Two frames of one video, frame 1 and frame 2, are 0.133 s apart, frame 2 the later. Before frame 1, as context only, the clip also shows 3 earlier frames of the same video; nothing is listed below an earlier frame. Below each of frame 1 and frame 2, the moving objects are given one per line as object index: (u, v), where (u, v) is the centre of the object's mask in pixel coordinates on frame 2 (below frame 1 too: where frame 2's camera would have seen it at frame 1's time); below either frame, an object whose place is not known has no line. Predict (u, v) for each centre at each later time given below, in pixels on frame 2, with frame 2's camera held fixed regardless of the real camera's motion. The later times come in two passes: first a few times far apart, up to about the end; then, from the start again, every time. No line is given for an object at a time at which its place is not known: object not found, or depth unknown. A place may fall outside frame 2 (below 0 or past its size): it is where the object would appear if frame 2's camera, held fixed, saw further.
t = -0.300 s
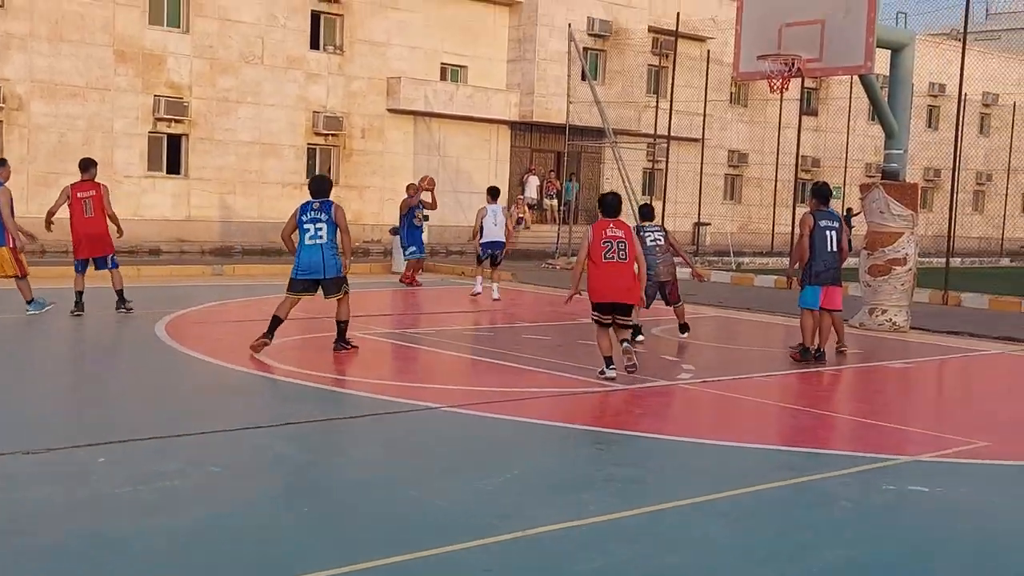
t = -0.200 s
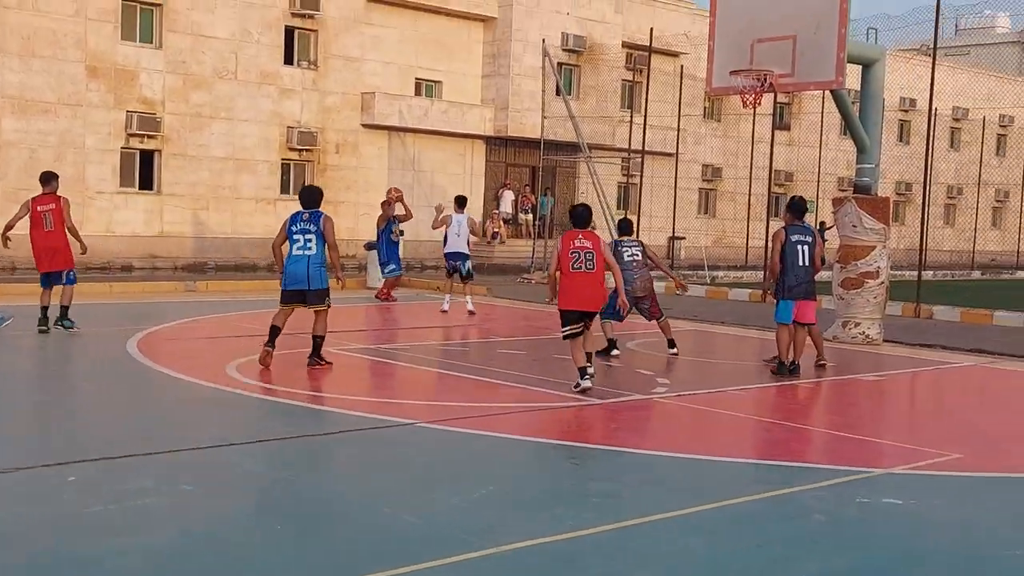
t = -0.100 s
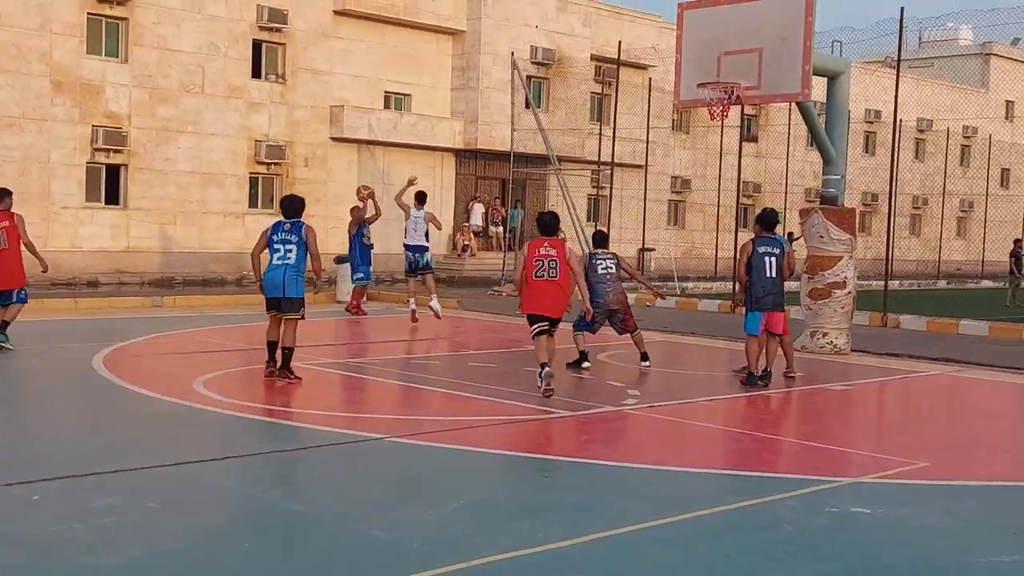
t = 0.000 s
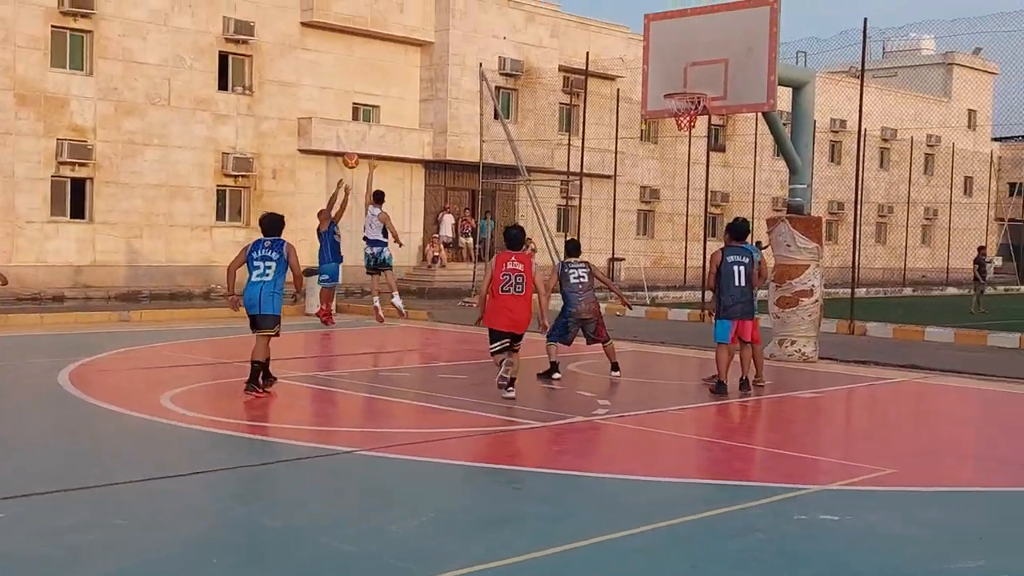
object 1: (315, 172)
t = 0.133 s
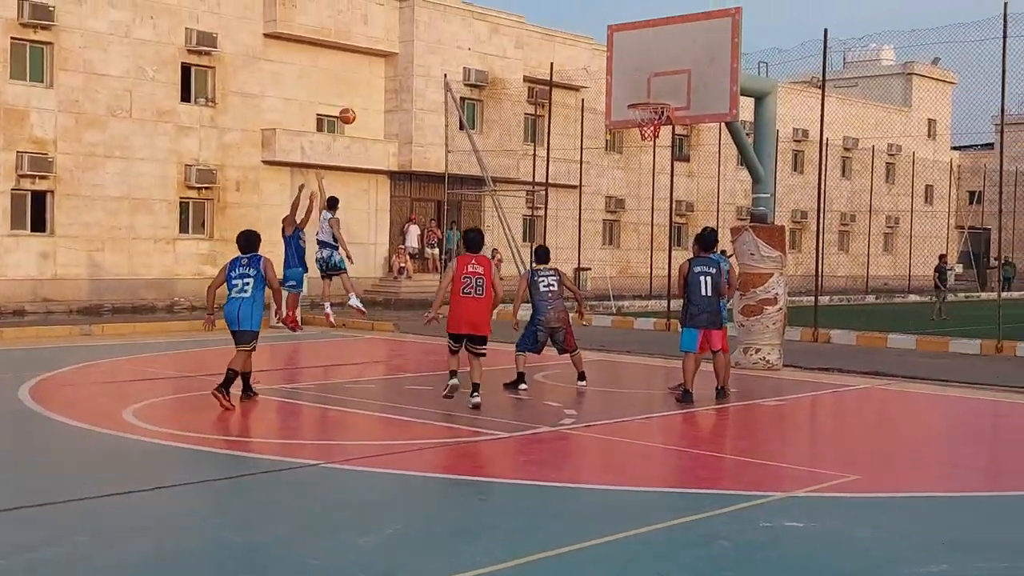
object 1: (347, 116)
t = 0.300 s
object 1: (389, 60)
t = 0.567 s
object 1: (460, 4)
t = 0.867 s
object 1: (545, 4)
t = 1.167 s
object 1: (637, 80)
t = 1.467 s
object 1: (634, 95)
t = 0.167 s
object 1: (355, 103)
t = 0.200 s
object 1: (364, 91)
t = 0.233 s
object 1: (372, 80)
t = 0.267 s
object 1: (380, 69)
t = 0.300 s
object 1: (389, 60)
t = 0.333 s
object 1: (397, 51)
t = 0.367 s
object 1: (406, 42)
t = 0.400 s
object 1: (415, 34)
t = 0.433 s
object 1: (424, 26)
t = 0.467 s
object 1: (433, 20)
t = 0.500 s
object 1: (442, 14)
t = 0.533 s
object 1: (451, 9)
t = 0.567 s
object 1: (460, 4)
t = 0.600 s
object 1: (469, 1)
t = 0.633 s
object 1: (478, -2)
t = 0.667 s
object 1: (487, -3)
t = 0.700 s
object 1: (497, -4)
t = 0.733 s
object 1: (506, -5)
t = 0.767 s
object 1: (516, -4)
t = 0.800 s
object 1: (525, -3)
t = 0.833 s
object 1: (535, 0)
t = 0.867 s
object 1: (545, 4)
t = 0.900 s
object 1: (555, 8)
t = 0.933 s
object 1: (565, 14)
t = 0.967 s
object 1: (575, 20)
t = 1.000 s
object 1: (585, 28)
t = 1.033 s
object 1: (595, 36)
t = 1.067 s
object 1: (606, 45)
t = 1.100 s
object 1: (616, 56)
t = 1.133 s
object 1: (627, 67)
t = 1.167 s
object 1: (637, 80)
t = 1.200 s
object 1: (648, 93)
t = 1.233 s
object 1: (655, 98)
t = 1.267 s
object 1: (655, 99)
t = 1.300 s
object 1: (645, 98)
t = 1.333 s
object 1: (639, 97)
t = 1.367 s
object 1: (638, 96)
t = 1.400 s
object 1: (637, 96)
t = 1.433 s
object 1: (636, 94)
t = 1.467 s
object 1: (634, 95)
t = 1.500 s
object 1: (632, 96)
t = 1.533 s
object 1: (628, 98)
